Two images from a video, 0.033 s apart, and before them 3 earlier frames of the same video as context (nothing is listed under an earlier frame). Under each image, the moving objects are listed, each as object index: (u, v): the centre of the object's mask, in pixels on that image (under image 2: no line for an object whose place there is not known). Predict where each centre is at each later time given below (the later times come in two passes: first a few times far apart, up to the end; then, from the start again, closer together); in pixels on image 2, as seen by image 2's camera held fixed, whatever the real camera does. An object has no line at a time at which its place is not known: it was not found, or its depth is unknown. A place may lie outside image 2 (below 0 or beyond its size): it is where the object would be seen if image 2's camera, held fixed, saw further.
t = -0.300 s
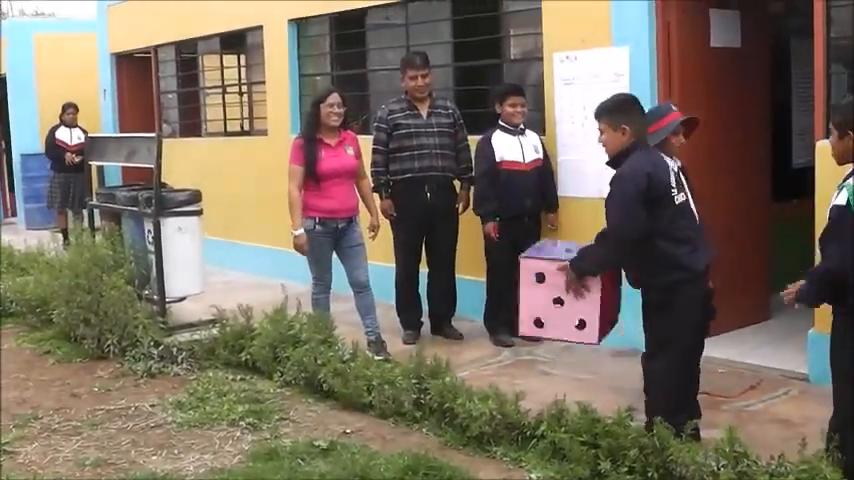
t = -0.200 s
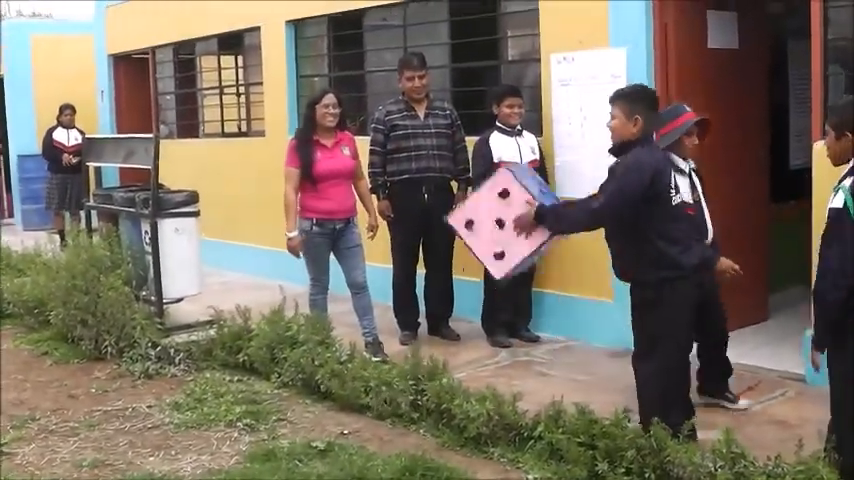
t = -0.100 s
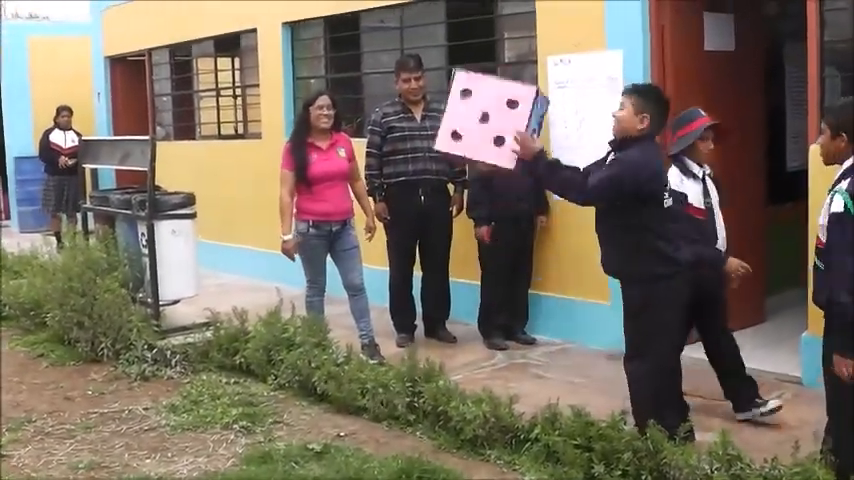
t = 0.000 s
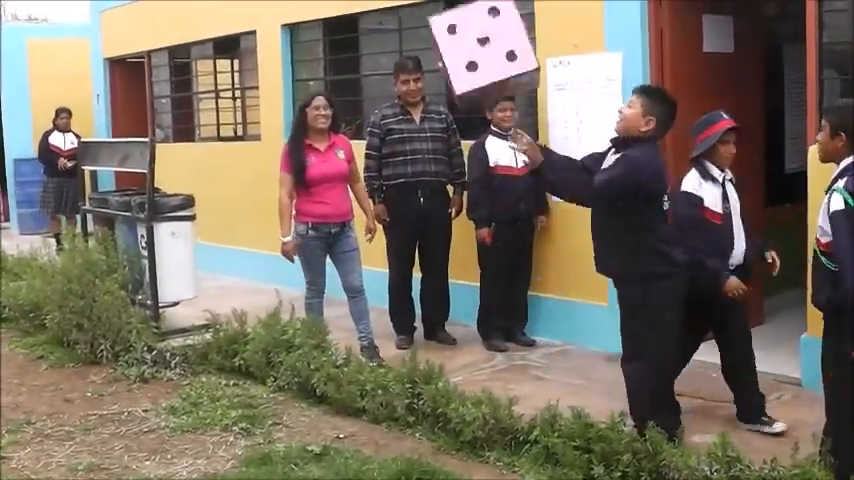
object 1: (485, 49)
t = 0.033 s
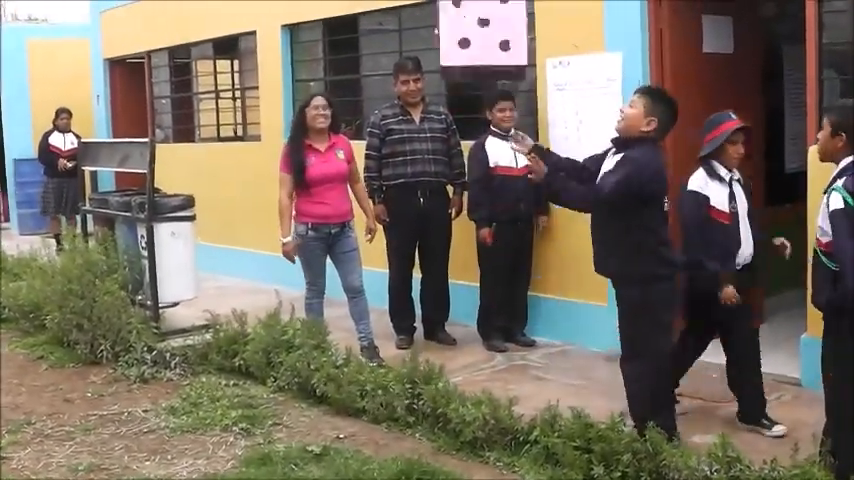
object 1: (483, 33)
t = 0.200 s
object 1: (473, 9)
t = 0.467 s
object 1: (459, 33)
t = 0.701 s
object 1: (445, 183)
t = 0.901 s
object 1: (435, 401)
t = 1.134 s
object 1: (409, 385)
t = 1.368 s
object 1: (388, 375)
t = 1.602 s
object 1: (368, 370)
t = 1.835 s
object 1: (348, 370)
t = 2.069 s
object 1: (339, 370)
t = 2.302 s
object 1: (335, 376)
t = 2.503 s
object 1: (322, 380)
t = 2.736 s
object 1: (302, 392)
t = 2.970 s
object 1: (302, 393)
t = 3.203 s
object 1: (302, 393)
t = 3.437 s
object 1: (302, 394)
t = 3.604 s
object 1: (299, 395)
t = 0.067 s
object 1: (480, 25)
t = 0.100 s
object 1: (480, 19)
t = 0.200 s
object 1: (473, 9)
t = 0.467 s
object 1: (459, 33)
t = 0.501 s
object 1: (455, 42)
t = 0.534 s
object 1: (453, 51)
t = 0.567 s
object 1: (452, 72)
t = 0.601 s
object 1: (451, 96)
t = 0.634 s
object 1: (447, 121)
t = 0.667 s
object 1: (446, 151)
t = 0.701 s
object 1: (445, 183)
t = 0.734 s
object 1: (443, 215)
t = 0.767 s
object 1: (443, 249)
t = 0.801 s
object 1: (442, 285)
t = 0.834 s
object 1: (439, 323)
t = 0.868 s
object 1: (437, 361)
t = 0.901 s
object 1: (435, 401)
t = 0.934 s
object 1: (433, 416)
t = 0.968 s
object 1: (428, 410)
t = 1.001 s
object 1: (424, 397)
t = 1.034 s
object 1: (421, 392)
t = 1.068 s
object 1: (416, 387)
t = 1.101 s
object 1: (412, 384)
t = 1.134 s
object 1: (409, 385)
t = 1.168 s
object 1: (406, 385)
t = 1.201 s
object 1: (403, 384)
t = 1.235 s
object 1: (401, 385)
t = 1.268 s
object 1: (398, 386)
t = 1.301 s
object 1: (393, 383)
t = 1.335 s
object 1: (390, 378)
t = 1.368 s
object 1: (388, 375)
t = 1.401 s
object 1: (385, 374)
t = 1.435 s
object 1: (381, 371)
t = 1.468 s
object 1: (377, 369)
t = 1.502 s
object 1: (374, 368)
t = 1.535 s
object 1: (374, 369)
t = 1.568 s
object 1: (371, 370)
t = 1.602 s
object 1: (368, 370)
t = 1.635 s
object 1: (366, 370)
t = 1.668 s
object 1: (363, 372)
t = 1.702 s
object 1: (359, 373)
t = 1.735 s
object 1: (356, 374)
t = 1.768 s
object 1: (353, 373)
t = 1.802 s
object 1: (350, 371)
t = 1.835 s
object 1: (348, 370)
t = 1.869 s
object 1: (346, 369)
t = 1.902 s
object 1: (344, 369)
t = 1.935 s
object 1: (343, 368)
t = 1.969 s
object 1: (341, 369)
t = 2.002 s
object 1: (340, 369)
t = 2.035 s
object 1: (339, 369)
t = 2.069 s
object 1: (339, 370)
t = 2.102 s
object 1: (338, 371)
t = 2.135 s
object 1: (339, 371)
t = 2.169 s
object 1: (338, 375)
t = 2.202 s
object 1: (337, 376)
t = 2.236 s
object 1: (336, 377)
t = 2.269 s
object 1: (336, 376)
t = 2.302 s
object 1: (335, 376)
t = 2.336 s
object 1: (334, 376)
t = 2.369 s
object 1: (332, 377)
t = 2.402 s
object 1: (329, 378)
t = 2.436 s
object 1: (327, 379)
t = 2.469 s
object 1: (324, 380)
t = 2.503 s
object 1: (322, 380)
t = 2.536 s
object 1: (319, 381)
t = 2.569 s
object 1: (315, 383)
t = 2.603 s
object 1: (311, 386)
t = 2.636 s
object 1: (307, 389)
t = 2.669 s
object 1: (303, 393)
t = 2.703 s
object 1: (302, 392)
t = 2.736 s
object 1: (302, 392)
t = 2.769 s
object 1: (302, 391)
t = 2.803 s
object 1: (303, 391)
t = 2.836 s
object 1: (303, 391)
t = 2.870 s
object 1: (303, 392)
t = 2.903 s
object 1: (302, 392)
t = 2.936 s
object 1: (302, 393)
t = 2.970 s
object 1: (302, 393)
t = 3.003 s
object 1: (302, 392)
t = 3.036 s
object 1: (302, 392)
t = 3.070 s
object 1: (302, 392)
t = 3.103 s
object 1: (302, 393)
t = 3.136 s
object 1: (302, 393)
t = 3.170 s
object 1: (302, 393)
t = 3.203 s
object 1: (302, 393)
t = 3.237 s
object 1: (302, 393)
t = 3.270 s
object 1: (302, 393)
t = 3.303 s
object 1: (302, 393)
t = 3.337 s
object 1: (302, 393)
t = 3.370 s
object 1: (302, 393)
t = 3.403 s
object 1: (302, 393)
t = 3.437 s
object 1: (302, 394)
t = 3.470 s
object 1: (302, 394)
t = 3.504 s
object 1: (302, 394)
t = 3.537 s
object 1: (302, 394)
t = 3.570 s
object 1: (301, 394)
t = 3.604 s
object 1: (299, 395)
